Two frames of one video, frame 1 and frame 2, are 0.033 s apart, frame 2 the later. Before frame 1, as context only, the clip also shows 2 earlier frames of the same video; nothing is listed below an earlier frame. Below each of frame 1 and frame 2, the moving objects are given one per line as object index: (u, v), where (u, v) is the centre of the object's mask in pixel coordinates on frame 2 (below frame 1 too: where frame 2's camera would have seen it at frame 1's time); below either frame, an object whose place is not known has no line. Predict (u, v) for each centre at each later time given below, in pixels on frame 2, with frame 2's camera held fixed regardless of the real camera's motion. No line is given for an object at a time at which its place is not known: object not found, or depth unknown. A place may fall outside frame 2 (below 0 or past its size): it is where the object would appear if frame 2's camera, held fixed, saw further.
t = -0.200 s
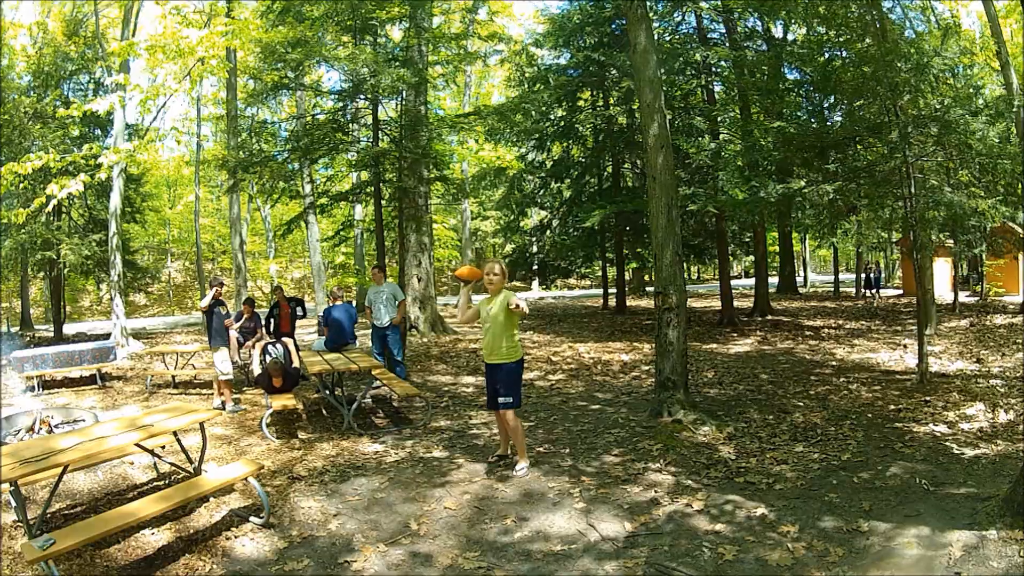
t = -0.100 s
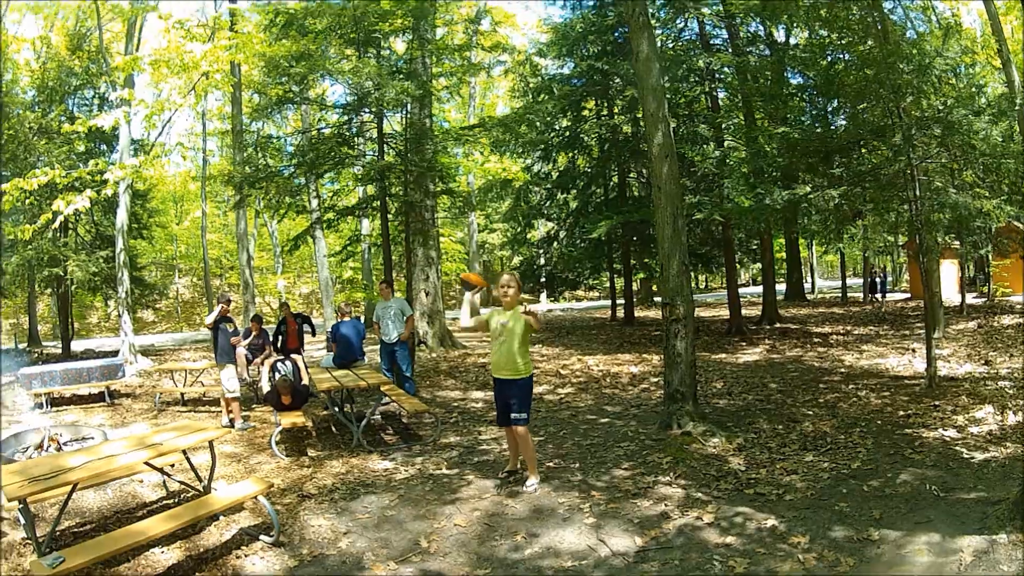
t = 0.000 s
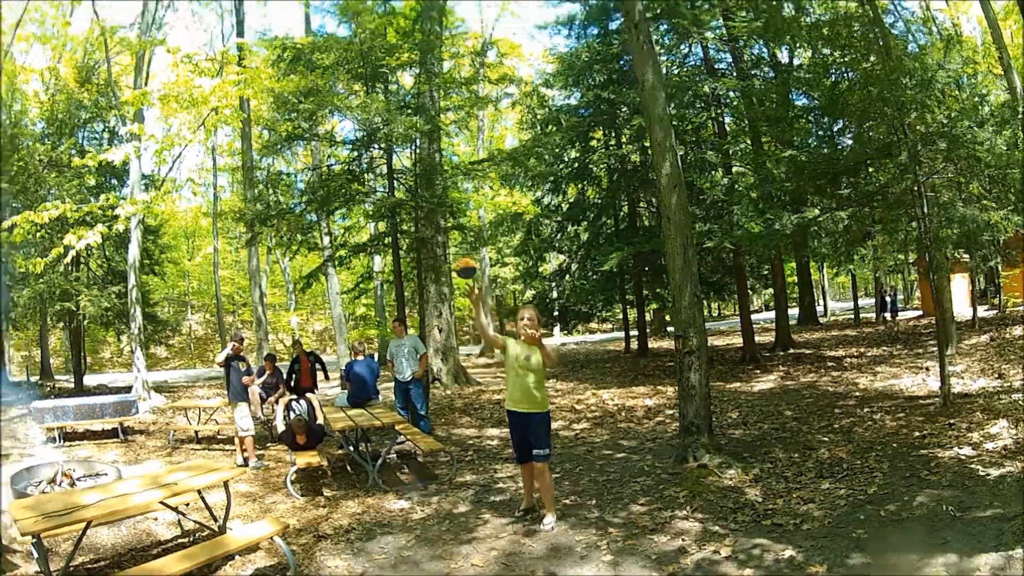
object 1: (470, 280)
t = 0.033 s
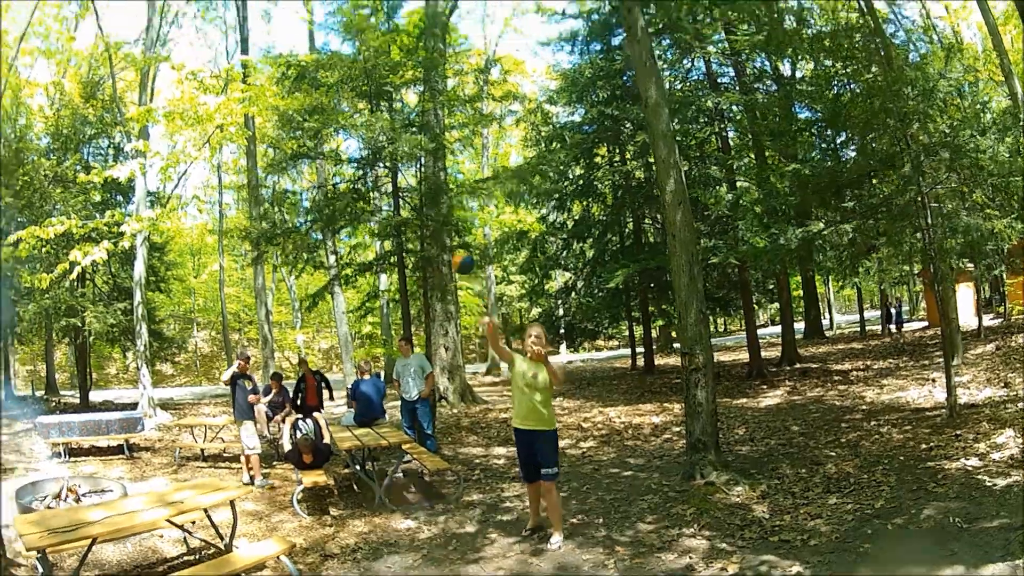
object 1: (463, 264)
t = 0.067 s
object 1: (455, 247)
